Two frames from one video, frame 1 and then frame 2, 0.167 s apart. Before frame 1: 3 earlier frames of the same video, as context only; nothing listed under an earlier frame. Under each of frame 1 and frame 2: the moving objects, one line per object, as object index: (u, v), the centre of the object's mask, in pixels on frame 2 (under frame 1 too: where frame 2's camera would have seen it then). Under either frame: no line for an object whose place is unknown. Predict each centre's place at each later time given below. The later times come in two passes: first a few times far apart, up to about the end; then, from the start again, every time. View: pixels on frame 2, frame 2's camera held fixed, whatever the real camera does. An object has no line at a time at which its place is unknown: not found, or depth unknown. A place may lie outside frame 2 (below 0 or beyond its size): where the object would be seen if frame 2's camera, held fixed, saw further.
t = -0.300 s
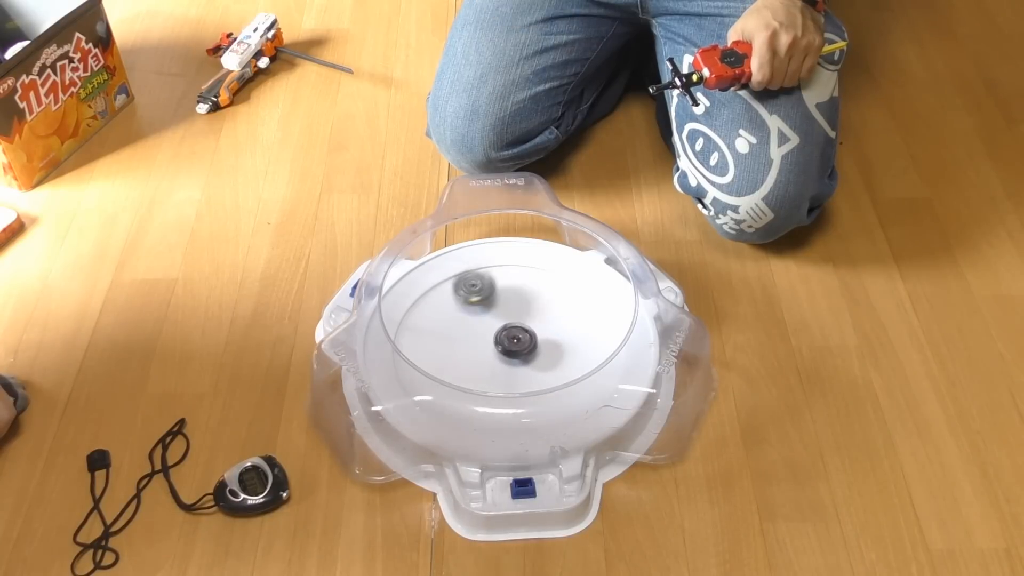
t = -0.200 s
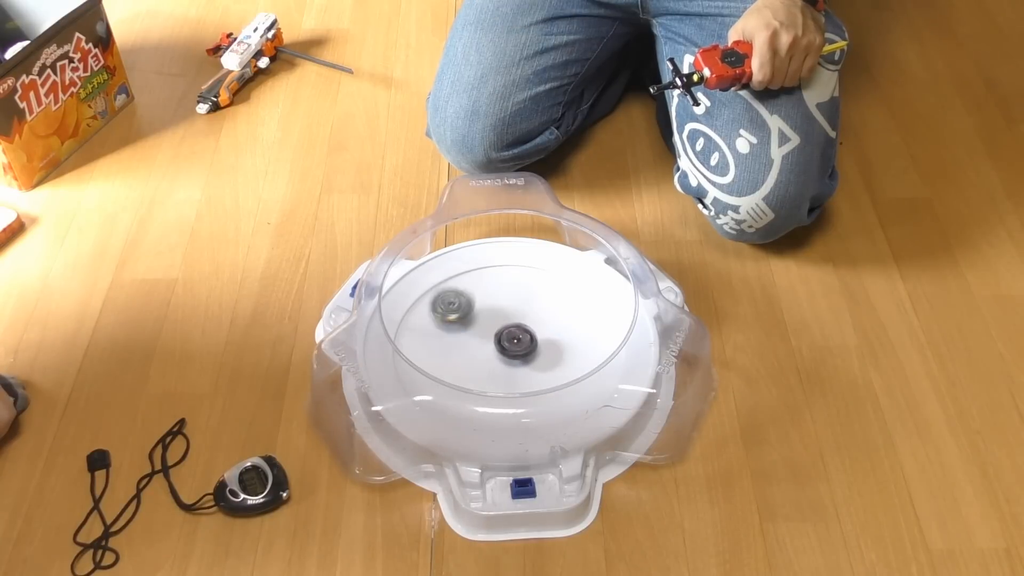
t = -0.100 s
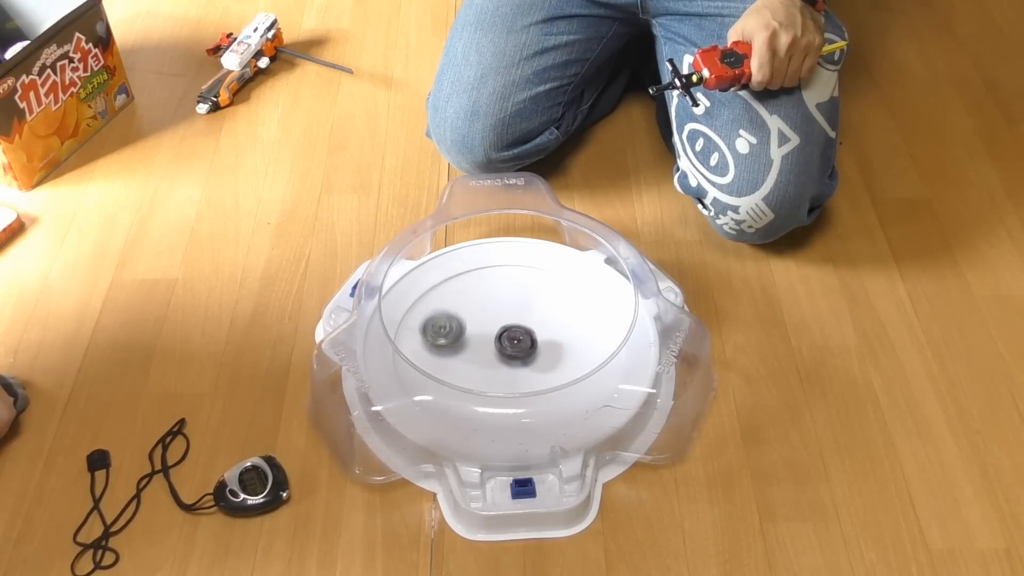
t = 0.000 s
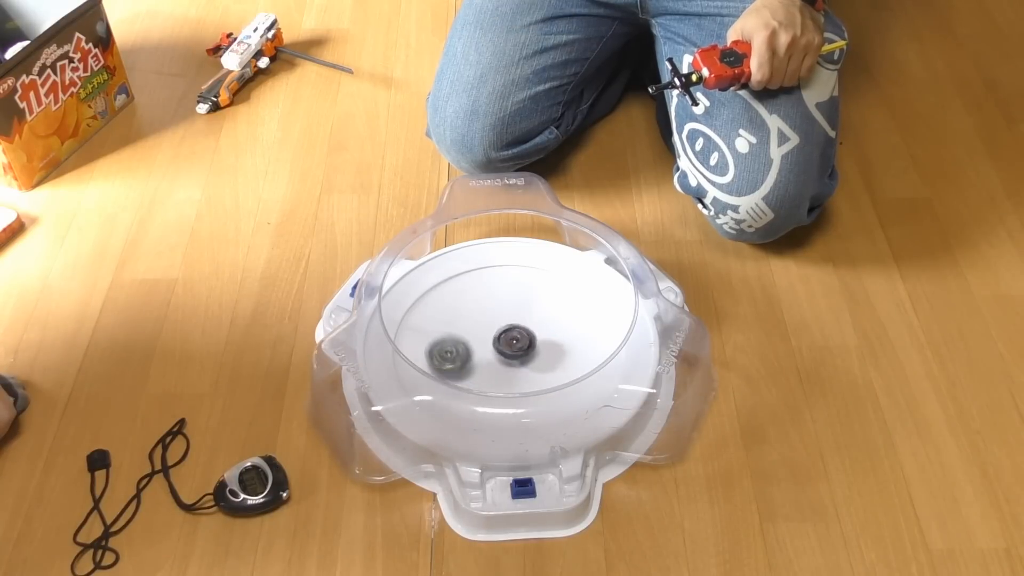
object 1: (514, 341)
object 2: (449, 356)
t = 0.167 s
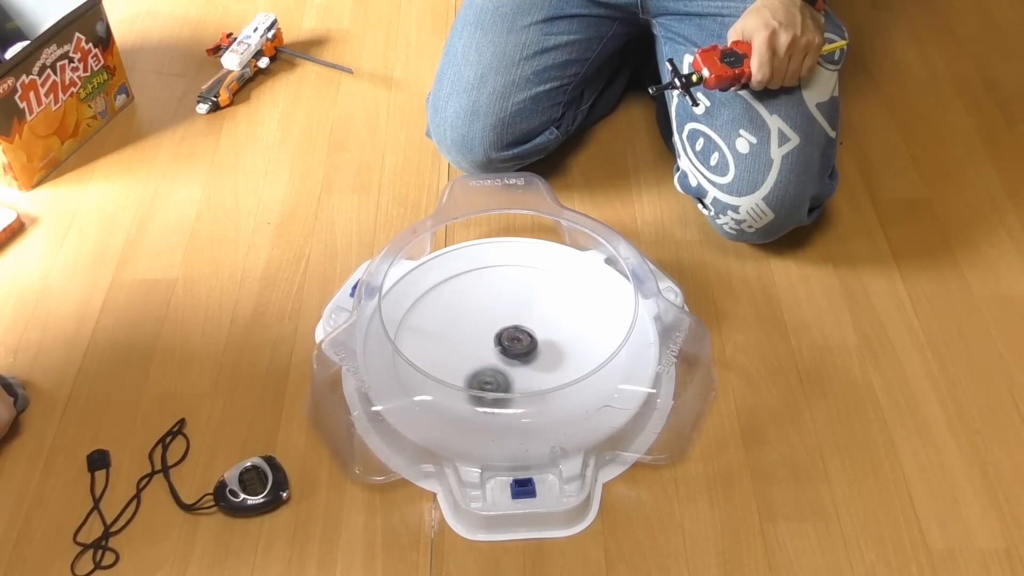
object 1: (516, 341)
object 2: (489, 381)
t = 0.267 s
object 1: (514, 342)
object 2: (523, 395)
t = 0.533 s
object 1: (513, 340)
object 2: (584, 352)
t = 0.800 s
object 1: (512, 340)
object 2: (549, 300)
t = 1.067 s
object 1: (513, 343)
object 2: (469, 304)
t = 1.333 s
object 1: (515, 344)
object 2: (446, 355)
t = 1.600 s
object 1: (515, 340)
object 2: (512, 381)
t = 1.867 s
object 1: (515, 339)
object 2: (570, 347)
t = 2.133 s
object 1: (511, 341)
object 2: (543, 296)
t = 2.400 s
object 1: (509, 337)
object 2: (475, 307)
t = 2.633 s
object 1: (509, 339)
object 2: (464, 354)
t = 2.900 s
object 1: (515, 343)
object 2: (523, 380)
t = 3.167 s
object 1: (514, 345)
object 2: (568, 351)
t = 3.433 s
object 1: (513, 341)
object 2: (530, 307)
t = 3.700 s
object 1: (511, 344)
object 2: (467, 314)
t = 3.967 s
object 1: (507, 346)
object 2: (470, 359)
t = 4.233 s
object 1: (517, 344)
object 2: (528, 374)
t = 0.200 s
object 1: (515, 342)
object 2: (500, 390)
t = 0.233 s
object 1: (515, 342)
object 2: (511, 393)
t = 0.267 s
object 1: (514, 342)
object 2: (523, 395)
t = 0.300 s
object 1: (514, 340)
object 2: (534, 394)
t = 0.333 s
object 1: (515, 341)
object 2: (544, 392)
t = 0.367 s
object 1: (514, 342)
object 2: (555, 388)
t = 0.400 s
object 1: (512, 341)
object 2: (563, 383)
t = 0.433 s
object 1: (514, 341)
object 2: (571, 376)
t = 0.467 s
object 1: (514, 341)
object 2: (576, 368)
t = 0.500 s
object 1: (513, 341)
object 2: (580, 359)
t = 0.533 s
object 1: (513, 340)
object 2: (584, 352)
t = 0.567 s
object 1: (511, 340)
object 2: (586, 345)
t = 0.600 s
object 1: (512, 339)
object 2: (585, 337)
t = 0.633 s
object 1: (513, 339)
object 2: (582, 329)
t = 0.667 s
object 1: (512, 341)
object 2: (579, 322)
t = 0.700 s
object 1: (511, 340)
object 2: (573, 316)
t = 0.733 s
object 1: (511, 339)
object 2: (566, 309)
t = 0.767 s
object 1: (512, 340)
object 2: (558, 305)
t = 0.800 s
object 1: (512, 340)
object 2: (549, 300)
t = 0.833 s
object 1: (512, 341)
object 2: (540, 297)
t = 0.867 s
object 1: (510, 340)
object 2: (530, 295)
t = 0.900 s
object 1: (511, 340)
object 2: (518, 294)
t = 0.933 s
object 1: (514, 341)
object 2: (508, 294)
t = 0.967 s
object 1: (512, 342)
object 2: (498, 296)
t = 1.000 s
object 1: (510, 342)
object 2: (488, 298)
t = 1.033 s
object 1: (511, 341)
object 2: (479, 301)
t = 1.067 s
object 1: (513, 343)
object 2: (469, 304)
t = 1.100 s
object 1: (512, 344)
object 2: (461, 309)
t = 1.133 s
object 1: (513, 343)
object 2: (454, 315)
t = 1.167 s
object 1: (514, 344)
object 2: (449, 320)
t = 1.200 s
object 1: (516, 345)
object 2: (445, 326)
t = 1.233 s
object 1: (515, 344)
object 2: (442, 333)
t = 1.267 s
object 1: (517, 344)
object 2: (442, 341)
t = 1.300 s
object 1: (518, 345)
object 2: (443, 348)
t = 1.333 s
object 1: (515, 344)
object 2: (446, 355)
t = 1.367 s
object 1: (516, 343)
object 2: (450, 362)
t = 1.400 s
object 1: (519, 344)
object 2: (456, 367)
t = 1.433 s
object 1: (518, 344)
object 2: (463, 371)
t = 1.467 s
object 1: (518, 343)
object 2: (471, 375)
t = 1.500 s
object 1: (517, 341)
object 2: (481, 378)
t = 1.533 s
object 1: (518, 341)
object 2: (491, 380)
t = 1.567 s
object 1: (517, 340)
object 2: (501, 381)
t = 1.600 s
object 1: (515, 340)
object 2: (512, 381)
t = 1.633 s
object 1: (514, 339)
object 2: (522, 379)
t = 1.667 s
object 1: (516, 340)
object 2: (532, 377)
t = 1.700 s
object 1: (516, 339)
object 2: (541, 375)
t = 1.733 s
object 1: (514, 340)
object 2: (550, 371)
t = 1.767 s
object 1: (513, 340)
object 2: (558, 366)
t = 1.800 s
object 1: (513, 339)
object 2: (563, 360)
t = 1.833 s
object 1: (513, 338)
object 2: (567, 354)
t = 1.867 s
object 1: (515, 339)
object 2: (570, 347)
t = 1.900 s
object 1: (516, 339)
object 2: (571, 339)
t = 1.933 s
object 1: (515, 341)
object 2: (571, 332)
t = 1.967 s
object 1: (512, 340)
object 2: (570, 324)
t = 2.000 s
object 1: (512, 339)
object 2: (567, 317)
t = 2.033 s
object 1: (515, 338)
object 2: (563, 311)
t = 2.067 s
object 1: (516, 340)
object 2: (557, 305)
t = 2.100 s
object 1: (515, 341)
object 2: (551, 300)
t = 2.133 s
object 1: (511, 341)
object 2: (543, 296)
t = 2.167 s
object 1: (510, 340)
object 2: (535, 294)
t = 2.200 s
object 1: (512, 340)
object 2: (526, 292)
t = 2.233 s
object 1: (514, 341)
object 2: (517, 292)
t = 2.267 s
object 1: (514, 341)
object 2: (508, 293)
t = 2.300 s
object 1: (511, 341)
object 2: (499, 295)
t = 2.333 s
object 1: (508, 339)
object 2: (490, 297)
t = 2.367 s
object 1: (507, 338)
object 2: (481, 302)
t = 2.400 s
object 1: (509, 337)
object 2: (475, 307)
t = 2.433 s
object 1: (511, 339)
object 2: (469, 312)
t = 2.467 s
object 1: (514, 339)
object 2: (465, 319)
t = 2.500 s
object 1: (513, 342)
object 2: (462, 326)
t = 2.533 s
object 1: (511, 343)
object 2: (461, 333)
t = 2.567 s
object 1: (508, 343)
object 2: (460, 340)
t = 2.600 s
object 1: (507, 343)
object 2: (462, 347)
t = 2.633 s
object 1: (509, 339)
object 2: (464, 354)
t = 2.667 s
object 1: (512, 340)
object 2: (468, 360)
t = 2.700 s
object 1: (515, 342)
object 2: (474, 366)
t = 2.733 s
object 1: (514, 342)
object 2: (480, 372)
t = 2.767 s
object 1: (511, 343)
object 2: (488, 375)
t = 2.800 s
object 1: (509, 342)
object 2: (497, 378)
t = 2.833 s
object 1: (510, 342)
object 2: (505, 379)
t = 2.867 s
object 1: (513, 344)
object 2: (514, 380)
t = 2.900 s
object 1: (515, 343)
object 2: (523, 380)
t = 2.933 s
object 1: (514, 344)
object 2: (532, 379)
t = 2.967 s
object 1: (512, 345)
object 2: (540, 377)
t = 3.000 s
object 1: (510, 345)
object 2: (548, 374)
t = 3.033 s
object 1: (508, 346)
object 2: (554, 370)
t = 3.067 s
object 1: (508, 344)
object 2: (560, 366)
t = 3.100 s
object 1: (510, 343)
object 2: (565, 361)
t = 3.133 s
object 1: (512, 345)
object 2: (568, 356)
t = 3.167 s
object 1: (514, 345)
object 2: (568, 351)
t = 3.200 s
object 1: (513, 344)
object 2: (567, 343)
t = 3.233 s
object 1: (510, 345)
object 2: (565, 336)
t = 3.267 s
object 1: (507, 343)
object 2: (562, 331)
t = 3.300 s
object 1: (505, 341)
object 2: (557, 324)
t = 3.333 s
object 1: (505, 340)
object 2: (552, 319)
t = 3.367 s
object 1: (508, 341)
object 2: (545, 314)
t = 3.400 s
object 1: (510, 342)
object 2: (538, 310)
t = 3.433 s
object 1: (513, 341)
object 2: (530, 307)
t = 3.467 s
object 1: (513, 343)
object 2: (522, 305)
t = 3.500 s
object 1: (512, 345)
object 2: (514, 304)
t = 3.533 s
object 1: (509, 345)
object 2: (505, 304)
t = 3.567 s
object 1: (506, 346)
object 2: (497, 304)
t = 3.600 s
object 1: (505, 345)
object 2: (488, 305)
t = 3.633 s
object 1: (507, 344)
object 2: (480, 307)
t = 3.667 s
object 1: (509, 343)
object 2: (473, 310)
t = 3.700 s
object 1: (511, 344)
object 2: (467, 314)
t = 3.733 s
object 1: (512, 345)
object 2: (462, 318)
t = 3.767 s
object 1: (513, 345)
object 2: (459, 324)
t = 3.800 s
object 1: (513, 346)
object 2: (457, 331)
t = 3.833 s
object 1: (511, 348)
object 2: (456, 336)
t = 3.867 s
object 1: (509, 348)
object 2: (457, 342)
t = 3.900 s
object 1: (507, 348)
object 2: (460, 348)
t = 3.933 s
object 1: (506, 348)
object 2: (464, 354)
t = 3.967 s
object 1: (507, 346)
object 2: (470, 359)
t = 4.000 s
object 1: (510, 345)
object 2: (476, 364)
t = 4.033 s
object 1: (514, 345)
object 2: (481, 370)
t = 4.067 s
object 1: (517, 345)
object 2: (488, 372)
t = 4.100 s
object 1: (520, 345)
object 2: (496, 375)
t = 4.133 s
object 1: (520, 344)
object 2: (504, 376)
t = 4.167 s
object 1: (521, 343)
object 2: (512, 376)
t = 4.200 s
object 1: (519, 344)
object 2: (521, 375)
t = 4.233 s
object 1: (517, 344)
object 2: (528, 374)
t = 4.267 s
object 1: (515, 345)
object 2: (536, 371)
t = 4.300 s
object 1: (514, 346)
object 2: (543, 368)
